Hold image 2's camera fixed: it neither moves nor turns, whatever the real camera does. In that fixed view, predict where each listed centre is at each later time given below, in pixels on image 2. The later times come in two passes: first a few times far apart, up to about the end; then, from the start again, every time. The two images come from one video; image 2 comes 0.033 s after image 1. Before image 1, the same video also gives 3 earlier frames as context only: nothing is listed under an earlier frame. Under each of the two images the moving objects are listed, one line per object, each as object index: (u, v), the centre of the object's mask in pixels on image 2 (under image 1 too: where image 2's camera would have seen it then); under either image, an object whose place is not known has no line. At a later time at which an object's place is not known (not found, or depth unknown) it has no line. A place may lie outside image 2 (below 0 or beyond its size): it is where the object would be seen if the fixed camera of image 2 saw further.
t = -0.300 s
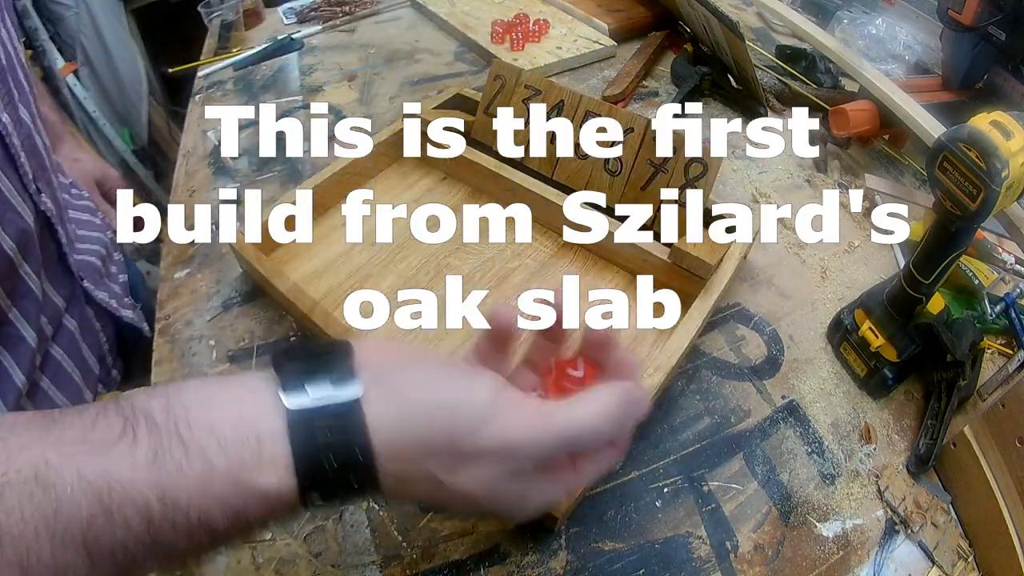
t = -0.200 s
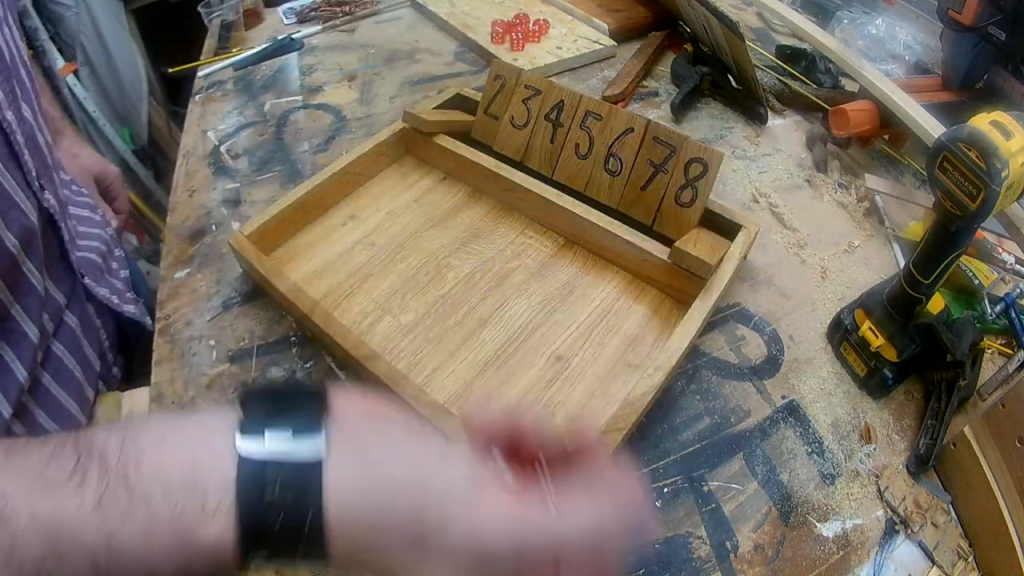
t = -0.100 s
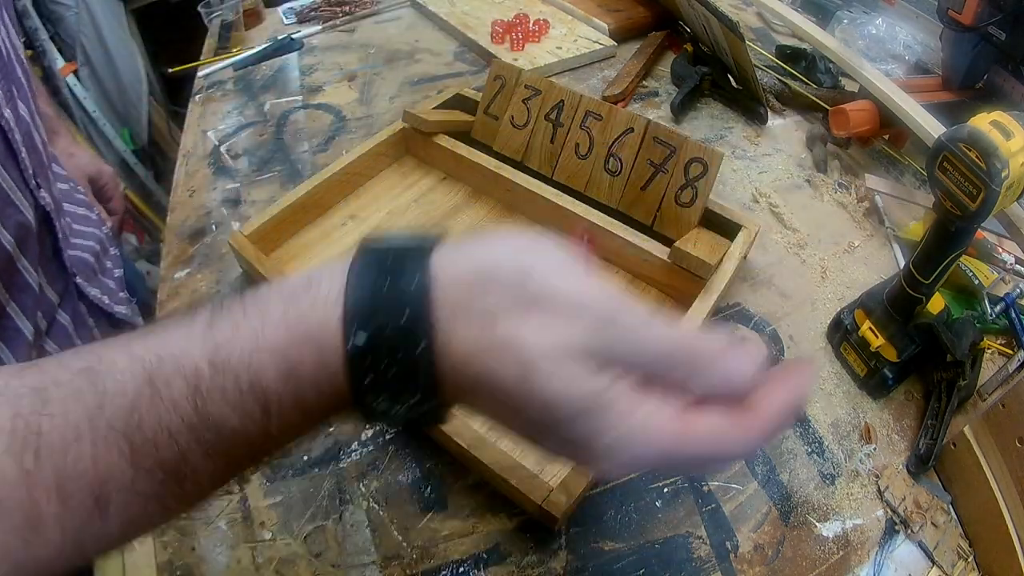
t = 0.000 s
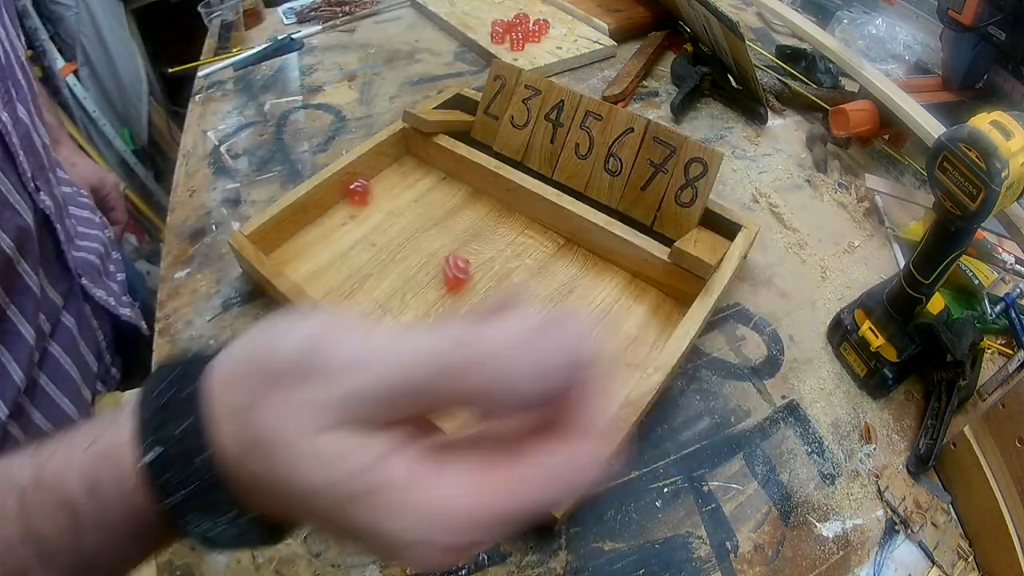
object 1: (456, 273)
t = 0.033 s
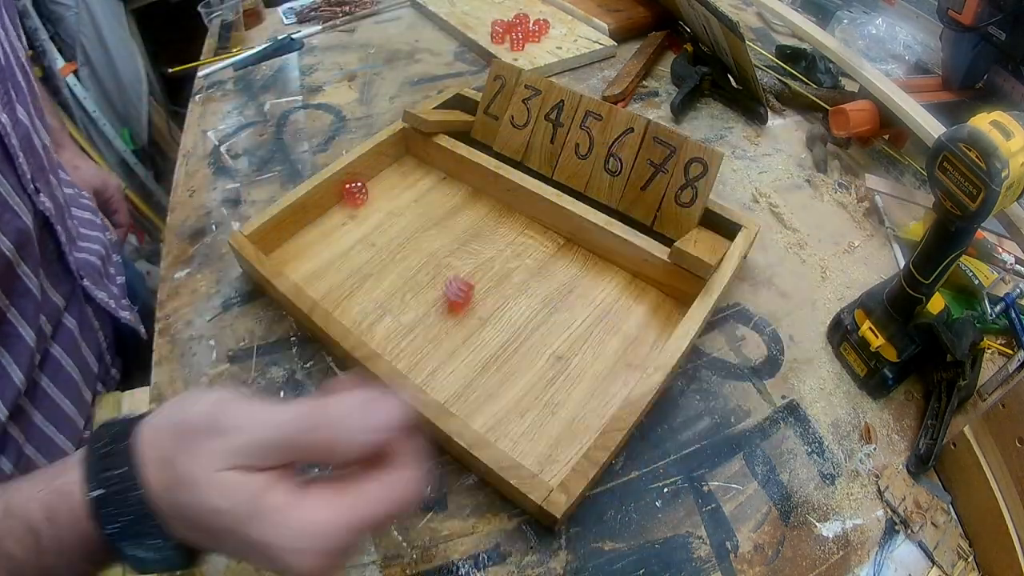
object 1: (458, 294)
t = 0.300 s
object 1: (614, 391)
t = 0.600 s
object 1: (618, 387)
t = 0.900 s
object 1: (617, 387)
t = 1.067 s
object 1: (618, 387)
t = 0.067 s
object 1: (476, 313)
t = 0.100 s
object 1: (501, 337)
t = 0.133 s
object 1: (525, 349)
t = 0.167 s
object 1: (553, 362)
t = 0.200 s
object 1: (589, 371)
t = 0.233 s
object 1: (611, 383)
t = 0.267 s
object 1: (608, 388)
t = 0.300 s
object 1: (614, 391)
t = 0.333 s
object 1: (618, 387)
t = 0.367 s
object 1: (617, 387)
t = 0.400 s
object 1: (617, 387)
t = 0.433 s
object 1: (617, 387)
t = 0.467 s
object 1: (617, 387)
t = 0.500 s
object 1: (617, 387)
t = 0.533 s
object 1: (617, 387)
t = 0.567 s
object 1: (617, 387)
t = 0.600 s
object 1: (618, 387)
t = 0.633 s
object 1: (617, 387)
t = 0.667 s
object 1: (617, 387)
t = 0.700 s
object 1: (617, 387)
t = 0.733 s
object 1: (617, 387)
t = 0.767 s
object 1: (618, 387)
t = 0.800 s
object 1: (618, 387)
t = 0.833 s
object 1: (618, 387)
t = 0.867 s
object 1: (618, 387)
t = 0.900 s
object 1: (617, 387)
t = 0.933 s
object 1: (617, 387)
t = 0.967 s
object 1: (618, 387)
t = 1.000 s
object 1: (618, 387)
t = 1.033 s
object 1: (617, 387)
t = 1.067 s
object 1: (618, 387)
